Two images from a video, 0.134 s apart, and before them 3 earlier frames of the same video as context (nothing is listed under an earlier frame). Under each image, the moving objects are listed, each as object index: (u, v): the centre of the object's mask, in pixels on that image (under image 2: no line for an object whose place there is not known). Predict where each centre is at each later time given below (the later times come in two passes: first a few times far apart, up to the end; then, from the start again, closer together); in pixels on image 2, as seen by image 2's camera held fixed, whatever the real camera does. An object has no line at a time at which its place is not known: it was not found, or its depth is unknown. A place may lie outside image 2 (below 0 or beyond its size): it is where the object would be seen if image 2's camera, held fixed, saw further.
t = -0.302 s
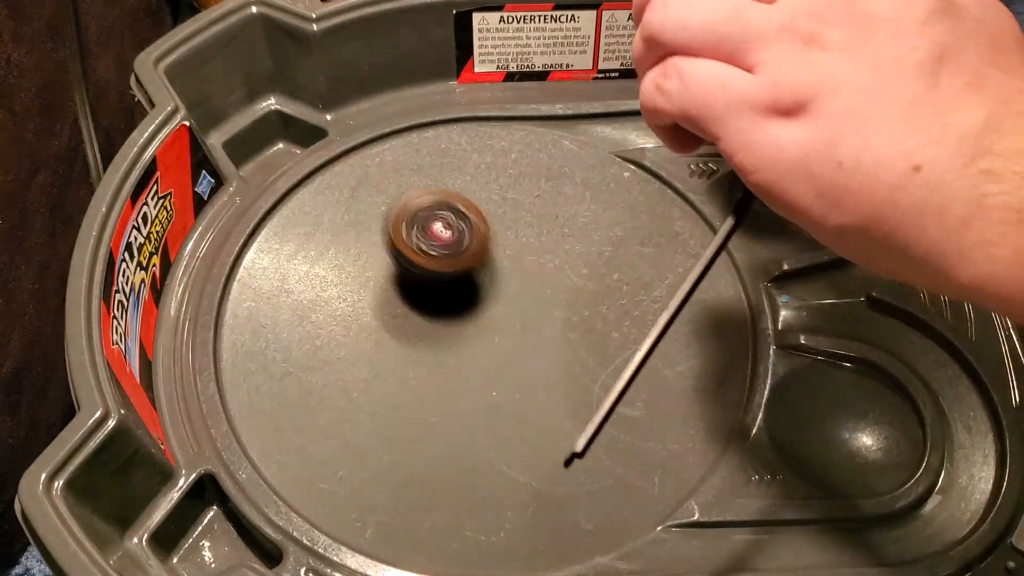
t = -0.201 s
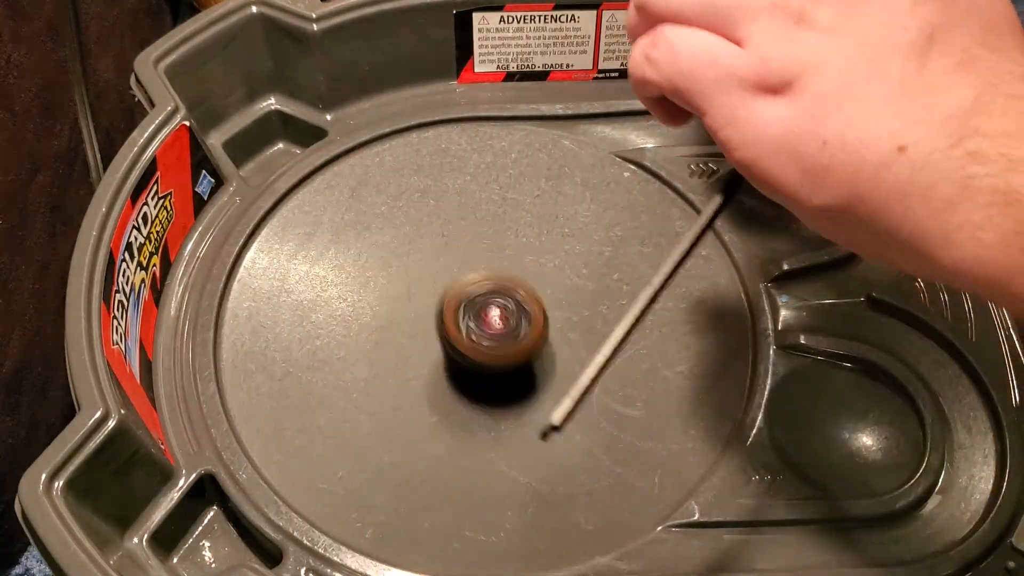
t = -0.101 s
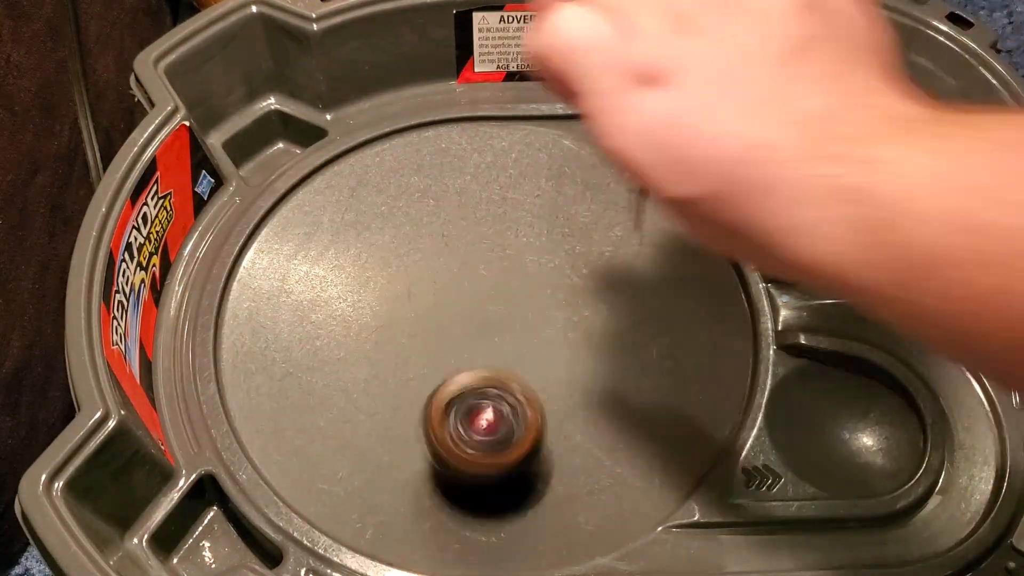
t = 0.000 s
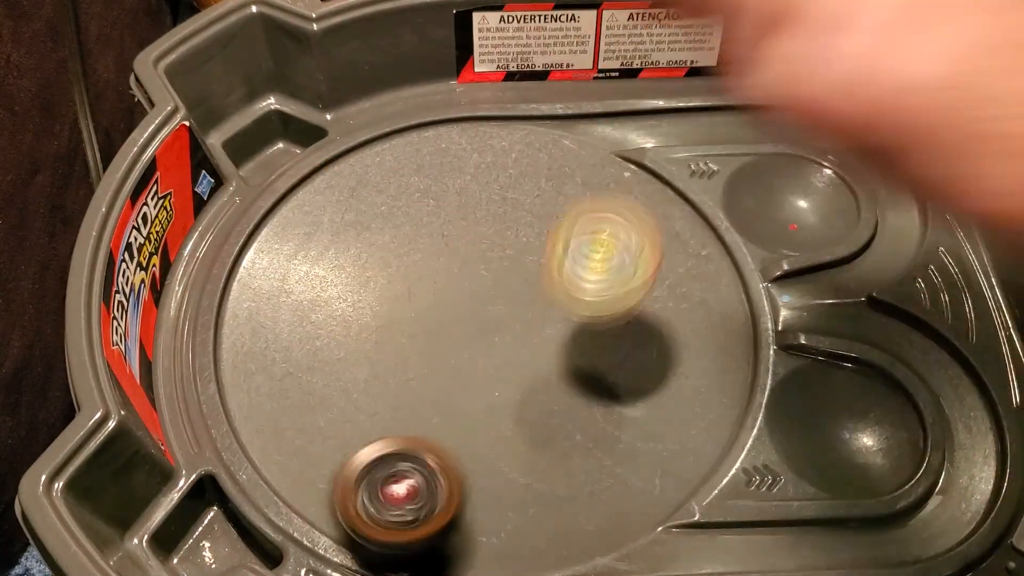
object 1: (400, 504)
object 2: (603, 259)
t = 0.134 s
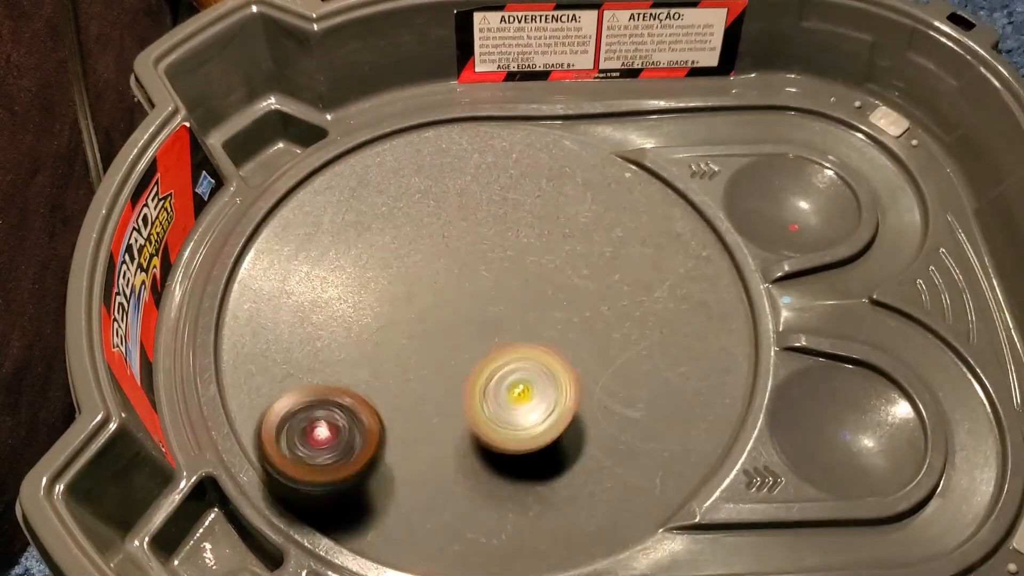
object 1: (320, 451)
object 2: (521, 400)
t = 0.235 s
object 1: (316, 383)
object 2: (489, 445)
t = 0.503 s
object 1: (523, 300)
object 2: (594, 466)
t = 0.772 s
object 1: (700, 330)
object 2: (660, 454)
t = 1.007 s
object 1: (699, 325)
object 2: (561, 437)
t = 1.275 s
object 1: (629, 291)
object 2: (504, 425)
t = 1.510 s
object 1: (562, 228)
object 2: (463, 445)
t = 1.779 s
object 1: (536, 182)
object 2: (476, 448)
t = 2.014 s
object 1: (514, 192)
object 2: (476, 389)
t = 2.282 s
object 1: (452, 230)
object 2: (354, 335)
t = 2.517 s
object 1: (395, 262)
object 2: (351, 364)
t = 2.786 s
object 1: (388, 283)
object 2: (430, 381)
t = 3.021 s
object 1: (425, 248)
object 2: (552, 306)
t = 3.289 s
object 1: (428, 279)
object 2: (537, 196)
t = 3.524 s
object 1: (425, 317)
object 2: (433, 219)
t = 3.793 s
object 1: (400, 374)
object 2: (478, 280)
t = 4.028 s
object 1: (415, 371)
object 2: (545, 247)
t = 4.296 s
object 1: (497, 370)
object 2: (516, 236)
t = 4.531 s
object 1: (563, 377)
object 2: (518, 282)
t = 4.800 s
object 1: (584, 409)
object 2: (550, 258)
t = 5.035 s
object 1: (558, 373)
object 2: (520, 273)
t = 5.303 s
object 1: (558, 372)
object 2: (493, 261)
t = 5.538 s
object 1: (534, 375)
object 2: (461, 290)
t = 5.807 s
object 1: (530, 367)
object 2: (464, 277)
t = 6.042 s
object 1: (529, 381)
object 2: (457, 272)
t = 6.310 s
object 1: (538, 393)
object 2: (442, 252)
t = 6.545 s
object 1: (524, 364)
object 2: (432, 271)
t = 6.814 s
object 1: (577, 371)
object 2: (453, 262)
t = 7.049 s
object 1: (565, 373)
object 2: (491, 282)
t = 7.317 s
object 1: (558, 378)
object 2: (472, 235)
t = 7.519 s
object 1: (534, 361)
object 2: (488, 261)
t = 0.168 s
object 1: (314, 422)
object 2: (506, 419)
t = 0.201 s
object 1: (310, 410)
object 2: (495, 433)
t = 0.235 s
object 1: (316, 383)
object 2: (489, 445)
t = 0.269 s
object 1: (326, 364)
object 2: (488, 454)
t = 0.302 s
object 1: (342, 356)
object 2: (492, 462)
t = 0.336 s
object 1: (365, 329)
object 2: (501, 467)
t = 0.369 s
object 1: (393, 326)
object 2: (514, 470)
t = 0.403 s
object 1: (423, 304)
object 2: (531, 471)
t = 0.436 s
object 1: (455, 301)
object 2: (550, 471)
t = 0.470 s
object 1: (490, 298)
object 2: (572, 468)
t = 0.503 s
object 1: (523, 300)
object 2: (594, 466)
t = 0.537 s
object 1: (562, 306)
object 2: (619, 459)
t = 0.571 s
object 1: (595, 317)
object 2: (643, 452)
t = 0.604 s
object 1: (628, 332)
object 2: (660, 442)
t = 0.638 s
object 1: (653, 337)
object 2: (678, 444)
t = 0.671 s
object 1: (671, 339)
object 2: (693, 448)
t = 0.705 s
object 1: (683, 342)
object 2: (690, 446)
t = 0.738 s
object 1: (693, 336)
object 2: (675, 450)
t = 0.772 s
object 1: (700, 330)
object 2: (660, 454)
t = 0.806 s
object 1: (705, 328)
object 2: (643, 455)
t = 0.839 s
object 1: (707, 328)
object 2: (627, 453)
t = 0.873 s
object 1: (708, 327)
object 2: (611, 451)
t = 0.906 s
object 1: (708, 328)
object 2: (598, 448)
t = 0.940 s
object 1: (706, 328)
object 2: (584, 445)
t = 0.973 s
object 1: (703, 327)
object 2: (572, 441)
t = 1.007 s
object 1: (699, 325)
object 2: (561, 437)
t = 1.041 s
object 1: (694, 322)
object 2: (552, 434)
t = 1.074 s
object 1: (687, 319)
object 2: (543, 431)
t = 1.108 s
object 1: (679, 316)
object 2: (536, 428)
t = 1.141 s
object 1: (670, 312)
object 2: (529, 426)
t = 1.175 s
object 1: (660, 308)
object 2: (522, 425)
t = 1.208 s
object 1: (651, 304)
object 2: (516, 424)
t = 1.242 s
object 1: (640, 298)
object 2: (510, 425)
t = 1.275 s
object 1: (629, 291)
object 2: (504, 425)
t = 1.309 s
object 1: (620, 284)
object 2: (498, 427)
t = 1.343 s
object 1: (609, 276)
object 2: (491, 429)
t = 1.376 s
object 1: (598, 267)
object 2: (484, 432)
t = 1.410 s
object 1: (588, 257)
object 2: (479, 434)
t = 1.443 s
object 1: (578, 248)
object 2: (473, 438)
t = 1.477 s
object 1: (570, 238)
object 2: (467, 440)
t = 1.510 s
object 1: (562, 228)
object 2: (463, 445)
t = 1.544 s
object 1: (556, 220)
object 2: (459, 449)
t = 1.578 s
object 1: (552, 212)
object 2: (456, 452)
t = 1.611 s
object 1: (547, 203)
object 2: (455, 455)
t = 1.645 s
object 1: (544, 196)
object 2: (456, 456)
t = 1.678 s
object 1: (542, 197)
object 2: (458, 457)
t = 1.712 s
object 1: (540, 193)
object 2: (462, 455)
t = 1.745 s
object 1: (538, 184)
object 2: (469, 453)
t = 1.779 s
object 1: (536, 182)
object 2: (476, 448)
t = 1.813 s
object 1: (534, 182)
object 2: (483, 443)
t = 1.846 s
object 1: (532, 183)
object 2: (490, 437)
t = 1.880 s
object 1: (531, 189)
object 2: (494, 429)
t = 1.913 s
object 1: (528, 190)
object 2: (495, 420)
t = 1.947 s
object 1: (523, 187)
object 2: (492, 411)
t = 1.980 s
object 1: (519, 188)
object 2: (486, 401)
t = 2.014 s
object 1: (514, 192)
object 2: (476, 389)
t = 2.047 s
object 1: (509, 196)
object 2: (463, 379)
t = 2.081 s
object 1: (503, 200)
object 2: (447, 367)
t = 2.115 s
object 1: (496, 205)
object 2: (430, 357)
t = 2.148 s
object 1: (488, 211)
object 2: (413, 348)
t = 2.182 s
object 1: (480, 215)
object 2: (397, 343)
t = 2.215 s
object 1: (471, 220)
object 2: (381, 339)
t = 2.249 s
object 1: (461, 225)
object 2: (367, 336)
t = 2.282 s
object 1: (452, 230)
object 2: (354, 335)
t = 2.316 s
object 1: (445, 237)
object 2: (347, 334)
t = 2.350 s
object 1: (437, 242)
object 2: (342, 336)
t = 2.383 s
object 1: (429, 248)
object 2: (341, 339)
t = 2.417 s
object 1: (419, 253)
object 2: (342, 344)
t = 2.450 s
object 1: (409, 258)
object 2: (346, 348)
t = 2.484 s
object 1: (400, 262)
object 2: (352, 352)
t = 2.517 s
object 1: (395, 262)
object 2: (351, 364)
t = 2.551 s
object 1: (390, 260)
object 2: (352, 376)
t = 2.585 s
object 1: (386, 259)
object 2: (356, 385)
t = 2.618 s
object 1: (385, 257)
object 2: (362, 394)
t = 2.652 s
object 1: (383, 264)
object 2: (370, 398)
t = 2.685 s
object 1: (383, 268)
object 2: (384, 401)
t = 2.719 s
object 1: (384, 272)
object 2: (399, 400)
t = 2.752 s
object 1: (386, 277)
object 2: (415, 393)
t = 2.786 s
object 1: (388, 283)
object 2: (430, 381)
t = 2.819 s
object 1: (385, 280)
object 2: (448, 379)
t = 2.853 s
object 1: (379, 268)
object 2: (475, 385)
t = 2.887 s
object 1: (382, 252)
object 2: (514, 375)
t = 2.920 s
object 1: (390, 247)
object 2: (529, 362)
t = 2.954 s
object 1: (400, 246)
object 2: (541, 346)
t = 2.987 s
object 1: (412, 245)
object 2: (549, 326)
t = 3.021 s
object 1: (425, 248)
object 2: (552, 306)
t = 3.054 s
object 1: (437, 253)
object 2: (551, 285)
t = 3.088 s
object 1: (438, 257)
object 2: (559, 266)
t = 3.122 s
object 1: (433, 261)
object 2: (569, 251)
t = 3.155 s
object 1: (430, 266)
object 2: (575, 236)
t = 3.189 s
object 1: (429, 270)
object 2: (573, 222)
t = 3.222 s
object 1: (429, 273)
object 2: (565, 211)
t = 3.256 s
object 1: (428, 277)
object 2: (552, 202)
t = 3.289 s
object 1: (428, 279)
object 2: (537, 196)
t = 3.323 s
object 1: (427, 282)
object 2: (522, 191)
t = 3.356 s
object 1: (427, 285)
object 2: (503, 191)
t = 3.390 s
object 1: (426, 289)
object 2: (485, 193)
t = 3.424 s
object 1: (426, 293)
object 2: (469, 198)
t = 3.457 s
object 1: (427, 298)
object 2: (454, 206)
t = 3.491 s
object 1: (427, 307)
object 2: (442, 211)
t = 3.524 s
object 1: (425, 317)
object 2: (433, 219)
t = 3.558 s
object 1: (422, 327)
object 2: (427, 228)
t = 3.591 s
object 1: (419, 336)
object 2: (426, 240)
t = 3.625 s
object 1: (416, 345)
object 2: (426, 249)
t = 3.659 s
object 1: (412, 353)
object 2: (432, 258)
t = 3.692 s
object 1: (408, 360)
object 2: (440, 267)
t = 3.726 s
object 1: (405, 366)
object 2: (451, 273)
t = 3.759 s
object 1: (402, 371)
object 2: (464, 279)
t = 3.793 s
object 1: (400, 374)
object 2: (478, 280)
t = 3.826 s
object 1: (399, 377)
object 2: (491, 281)
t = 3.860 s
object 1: (399, 377)
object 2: (503, 279)
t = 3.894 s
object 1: (399, 378)
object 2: (515, 274)
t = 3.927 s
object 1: (401, 377)
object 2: (526, 269)
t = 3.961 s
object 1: (404, 376)
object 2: (534, 262)
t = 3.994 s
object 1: (409, 375)
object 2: (540, 254)
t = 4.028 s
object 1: (415, 371)
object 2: (545, 247)
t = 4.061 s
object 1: (422, 370)
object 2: (548, 239)
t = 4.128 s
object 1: (441, 368)
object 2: (547, 229)
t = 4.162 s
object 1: (451, 368)
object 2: (544, 226)
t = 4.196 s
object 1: (462, 368)
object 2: (539, 225)
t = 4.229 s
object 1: (474, 368)
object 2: (532, 227)
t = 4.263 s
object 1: (485, 369)
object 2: (524, 231)
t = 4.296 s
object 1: (497, 370)
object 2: (516, 236)
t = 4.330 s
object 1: (508, 372)
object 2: (510, 243)
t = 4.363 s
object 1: (520, 373)
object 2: (504, 249)
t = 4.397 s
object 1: (529, 374)
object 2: (501, 256)
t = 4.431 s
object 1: (540, 385)
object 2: (501, 264)
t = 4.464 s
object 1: (550, 386)
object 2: (504, 270)
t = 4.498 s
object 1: (557, 387)
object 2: (510, 275)
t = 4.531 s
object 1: (563, 377)
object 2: (518, 282)
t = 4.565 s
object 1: (569, 378)
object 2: (527, 285)
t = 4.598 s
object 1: (575, 388)
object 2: (537, 286)
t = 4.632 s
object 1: (580, 381)
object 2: (545, 284)
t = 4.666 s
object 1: (586, 389)
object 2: (551, 276)
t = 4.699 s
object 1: (589, 404)
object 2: (554, 268)
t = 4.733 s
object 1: (588, 397)
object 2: (554, 263)
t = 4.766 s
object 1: (587, 399)
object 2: (553, 260)
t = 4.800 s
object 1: (584, 409)
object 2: (550, 258)
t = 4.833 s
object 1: (580, 408)
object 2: (545, 258)
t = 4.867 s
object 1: (574, 395)
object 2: (540, 260)
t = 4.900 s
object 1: (570, 401)
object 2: (535, 262)
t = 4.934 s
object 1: (565, 395)
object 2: (529, 265)
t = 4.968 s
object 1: (562, 388)
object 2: (524, 269)
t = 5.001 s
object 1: (559, 380)
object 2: (521, 273)
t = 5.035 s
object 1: (558, 373)
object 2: (520, 273)
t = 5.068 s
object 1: (559, 371)
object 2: (520, 271)
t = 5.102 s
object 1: (559, 367)
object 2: (521, 270)
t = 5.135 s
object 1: (559, 368)
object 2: (522, 266)
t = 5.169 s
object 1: (559, 366)
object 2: (520, 264)
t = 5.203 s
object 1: (558, 364)
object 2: (515, 265)
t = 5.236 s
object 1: (557, 362)
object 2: (509, 267)
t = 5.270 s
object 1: (558, 366)
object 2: (502, 264)
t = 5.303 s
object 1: (558, 372)
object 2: (493, 261)
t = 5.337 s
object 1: (558, 375)
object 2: (484, 262)
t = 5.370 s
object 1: (555, 378)
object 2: (475, 266)
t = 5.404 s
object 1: (552, 379)
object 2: (466, 270)
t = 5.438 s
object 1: (547, 380)
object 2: (460, 276)
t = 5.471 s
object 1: (543, 380)
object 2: (458, 281)
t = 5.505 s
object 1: (538, 378)
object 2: (459, 287)
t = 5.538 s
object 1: (534, 375)
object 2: (461, 290)
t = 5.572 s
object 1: (534, 377)
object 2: (461, 288)
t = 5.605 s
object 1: (534, 378)
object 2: (460, 287)
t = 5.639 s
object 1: (533, 379)
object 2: (460, 286)
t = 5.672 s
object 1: (532, 379)
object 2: (461, 285)
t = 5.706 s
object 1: (529, 368)
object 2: (462, 285)
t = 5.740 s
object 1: (527, 366)
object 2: (464, 285)
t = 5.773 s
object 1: (526, 373)
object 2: (466, 284)
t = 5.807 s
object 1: (530, 367)
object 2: (464, 277)
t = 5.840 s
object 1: (533, 380)
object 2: (461, 272)
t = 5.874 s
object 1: (534, 382)
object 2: (458, 270)
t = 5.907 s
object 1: (534, 384)
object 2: (456, 270)
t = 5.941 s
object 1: (533, 384)
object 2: (455, 270)
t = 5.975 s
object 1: (532, 384)
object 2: (455, 270)
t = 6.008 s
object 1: (531, 383)
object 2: (455, 271)
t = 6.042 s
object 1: (529, 381)
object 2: (457, 272)
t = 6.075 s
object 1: (528, 368)
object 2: (460, 274)
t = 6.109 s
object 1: (528, 374)
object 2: (463, 277)
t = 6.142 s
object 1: (528, 369)
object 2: (467, 279)
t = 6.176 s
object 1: (532, 372)
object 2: (468, 272)
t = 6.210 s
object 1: (536, 379)
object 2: (466, 262)
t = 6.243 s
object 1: (538, 384)
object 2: (463, 258)
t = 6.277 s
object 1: (540, 391)
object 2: (451, 254)
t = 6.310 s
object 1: (538, 393)
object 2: (442, 252)
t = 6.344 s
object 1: (535, 393)
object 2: (434, 251)
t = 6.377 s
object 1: (532, 392)
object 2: (427, 252)
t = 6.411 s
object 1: (529, 389)
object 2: (422, 253)
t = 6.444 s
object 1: (526, 384)
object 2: (421, 257)
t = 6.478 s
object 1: (523, 369)
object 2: (422, 261)
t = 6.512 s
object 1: (523, 371)
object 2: (426, 266)
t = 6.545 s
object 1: (524, 364)
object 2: (432, 271)
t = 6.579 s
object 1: (525, 345)
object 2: (439, 276)
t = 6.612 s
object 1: (531, 340)
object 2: (444, 278)
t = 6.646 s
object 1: (545, 354)
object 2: (443, 270)
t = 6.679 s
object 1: (554, 357)
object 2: (442, 266)
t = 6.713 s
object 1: (562, 351)
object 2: (443, 263)
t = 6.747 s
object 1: (569, 365)
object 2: (446, 261)
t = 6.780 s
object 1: (574, 368)
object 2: (448, 261)
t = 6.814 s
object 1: (577, 371)
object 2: (453, 262)
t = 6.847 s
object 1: (578, 374)
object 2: (458, 265)
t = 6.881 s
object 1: (577, 376)
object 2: (463, 266)
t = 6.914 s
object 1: (577, 376)
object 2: (470, 269)
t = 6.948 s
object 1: (575, 377)
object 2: (475, 272)
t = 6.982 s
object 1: (573, 377)
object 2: (480, 275)
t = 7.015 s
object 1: (569, 375)
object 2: (486, 279)
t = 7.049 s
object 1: (565, 373)
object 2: (491, 282)
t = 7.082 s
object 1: (561, 369)
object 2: (493, 284)
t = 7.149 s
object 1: (567, 379)
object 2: (480, 269)
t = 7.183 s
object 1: (568, 383)
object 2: (477, 259)
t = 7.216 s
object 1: (568, 385)
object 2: (476, 249)
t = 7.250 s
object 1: (566, 388)
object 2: (474, 241)
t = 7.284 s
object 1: (563, 388)
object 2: (473, 236)
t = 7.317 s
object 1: (558, 378)
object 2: (472, 235)
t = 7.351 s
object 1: (554, 387)
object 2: (472, 235)
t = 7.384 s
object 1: (550, 383)
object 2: (473, 237)
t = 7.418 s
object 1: (545, 380)
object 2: (475, 241)
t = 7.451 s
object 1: (541, 374)
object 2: (478, 247)
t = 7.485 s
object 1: (537, 367)
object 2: (484, 254)
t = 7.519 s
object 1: (534, 361)
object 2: (488, 261)
